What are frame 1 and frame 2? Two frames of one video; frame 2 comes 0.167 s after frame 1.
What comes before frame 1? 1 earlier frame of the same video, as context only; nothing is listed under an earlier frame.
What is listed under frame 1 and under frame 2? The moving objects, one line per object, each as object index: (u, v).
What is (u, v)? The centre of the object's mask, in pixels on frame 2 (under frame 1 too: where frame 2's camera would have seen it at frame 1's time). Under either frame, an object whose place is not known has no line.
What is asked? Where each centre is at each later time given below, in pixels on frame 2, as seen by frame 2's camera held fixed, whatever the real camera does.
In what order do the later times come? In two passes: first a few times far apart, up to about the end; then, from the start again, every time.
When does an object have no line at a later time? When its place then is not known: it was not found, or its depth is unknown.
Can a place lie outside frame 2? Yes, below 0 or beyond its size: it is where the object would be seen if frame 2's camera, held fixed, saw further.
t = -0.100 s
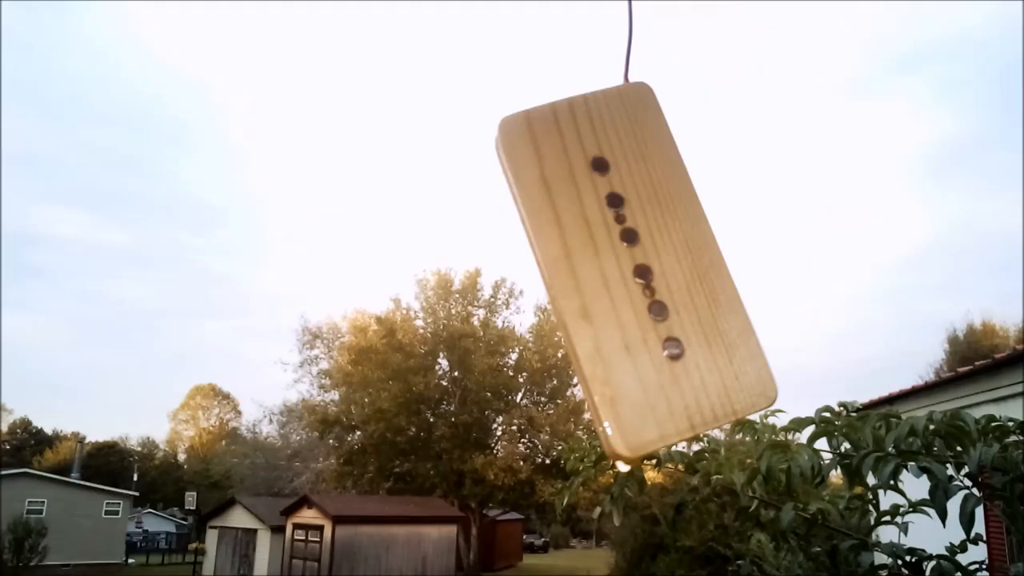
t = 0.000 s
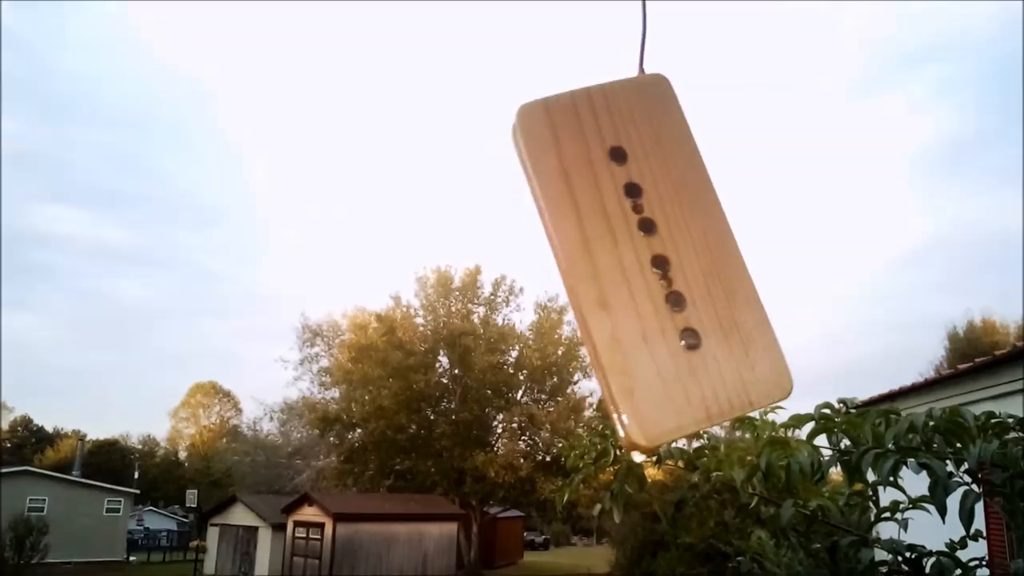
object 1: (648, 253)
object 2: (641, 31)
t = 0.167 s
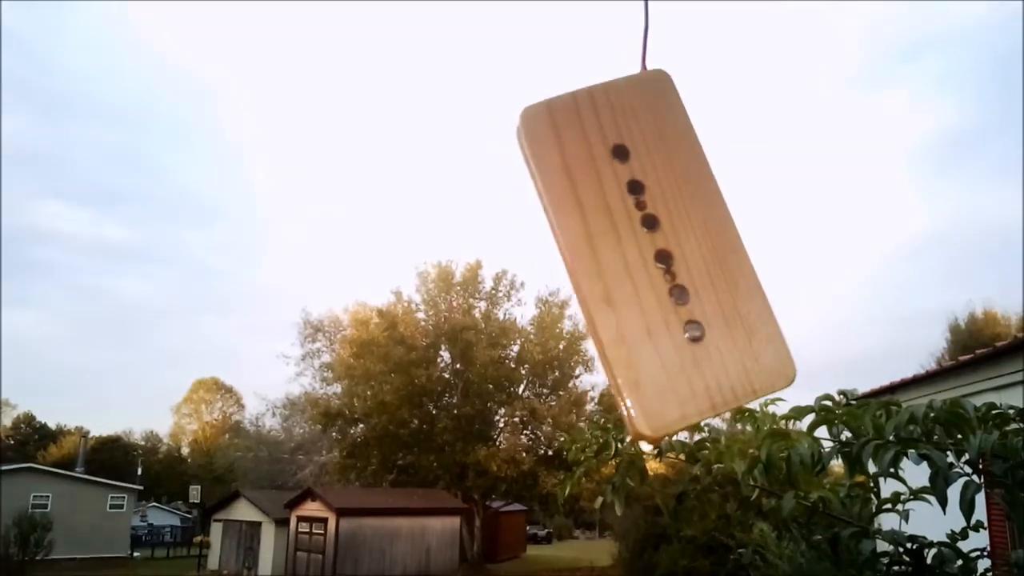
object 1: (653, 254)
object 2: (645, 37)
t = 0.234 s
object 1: (647, 256)
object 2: (642, 42)
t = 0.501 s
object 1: (625, 257)
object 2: (630, 44)
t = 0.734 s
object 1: (633, 255)
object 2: (632, 38)
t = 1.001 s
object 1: (615, 271)
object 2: (622, 50)
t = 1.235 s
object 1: (601, 272)
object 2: (607, 46)
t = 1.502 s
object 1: (599, 274)
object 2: (607, 47)
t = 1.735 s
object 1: (594, 278)
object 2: (609, 60)
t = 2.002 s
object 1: (588, 274)
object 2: (605, 60)
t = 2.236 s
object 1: (622, 274)
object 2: (610, 67)
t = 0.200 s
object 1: (650, 256)
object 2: (643, 39)
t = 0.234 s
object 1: (647, 256)
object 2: (642, 42)
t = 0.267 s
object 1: (644, 256)
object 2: (640, 42)
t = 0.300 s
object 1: (639, 256)
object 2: (638, 43)
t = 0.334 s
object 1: (635, 256)
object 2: (634, 44)
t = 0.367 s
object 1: (630, 256)
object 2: (633, 44)
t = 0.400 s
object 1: (627, 256)
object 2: (634, 42)
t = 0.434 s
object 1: (626, 256)
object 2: (633, 43)
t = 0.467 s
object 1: (625, 257)
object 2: (631, 44)
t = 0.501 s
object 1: (625, 257)
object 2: (630, 44)
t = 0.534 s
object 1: (626, 257)
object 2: (630, 44)
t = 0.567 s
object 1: (627, 257)
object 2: (630, 43)
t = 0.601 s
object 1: (629, 256)
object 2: (631, 40)
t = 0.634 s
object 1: (630, 255)
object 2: (630, 39)
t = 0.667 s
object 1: (632, 254)
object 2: (629, 38)
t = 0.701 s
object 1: (632, 254)
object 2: (630, 37)
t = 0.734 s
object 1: (633, 255)
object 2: (632, 38)
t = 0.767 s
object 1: (633, 256)
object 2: (631, 40)
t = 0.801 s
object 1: (632, 258)
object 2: (629, 42)
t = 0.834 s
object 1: (630, 261)
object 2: (628, 43)
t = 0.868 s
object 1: (627, 263)
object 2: (628, 45)
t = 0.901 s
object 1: (624, 266)
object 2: (627, 47)
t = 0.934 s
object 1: (622, 268)
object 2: (625, 50)
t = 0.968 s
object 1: (618, 269)
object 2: (624, 50)
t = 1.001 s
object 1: (615, 271)
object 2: (622, 50)
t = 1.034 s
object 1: (611, 271)
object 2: (619, 50)
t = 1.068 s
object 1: (609, 272)
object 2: (617, 51)
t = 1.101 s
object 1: (607, 272)
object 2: (614, 50)
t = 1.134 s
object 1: (605, 272)
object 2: (612, 50)
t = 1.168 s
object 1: (603, 272)
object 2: (610, 50)
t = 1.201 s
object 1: (602, 272)
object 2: (609, 48)
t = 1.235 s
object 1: (601, 272)
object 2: (607, 46)
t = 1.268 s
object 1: (597, 271)
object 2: (604, 44)
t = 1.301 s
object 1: (595, 272)
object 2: (604, 43)
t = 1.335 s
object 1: (595, 272)
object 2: (604, 43)
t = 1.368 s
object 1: (595, 271)
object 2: (603, 42)
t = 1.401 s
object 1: (595, 272)
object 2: (603, 40)
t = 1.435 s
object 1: (596, 272)
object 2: (605, 42)
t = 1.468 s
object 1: (597, 274)
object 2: (606, 47)
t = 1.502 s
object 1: (599, 274)
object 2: (607, 47)
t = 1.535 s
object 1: (601, 273)
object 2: (607, 46)
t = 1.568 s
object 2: (605, 45)
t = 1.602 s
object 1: (601, 274)
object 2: (606, 50)
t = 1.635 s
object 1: (604, 278)
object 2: (607, 54)
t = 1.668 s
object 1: (601, 283)
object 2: (607, 57)
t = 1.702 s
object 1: (597, 280)
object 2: (608, 59)
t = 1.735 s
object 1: (594, 278)
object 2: (609, 60)
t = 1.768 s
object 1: (592, 277)
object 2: (607, 59)
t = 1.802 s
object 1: (589, 276)
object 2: (606, 59)
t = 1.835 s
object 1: (585, 277)
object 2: (605, 60)
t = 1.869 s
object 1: (582, 276)
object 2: (602, 60)
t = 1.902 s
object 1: (583, 275)
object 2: (602, 61)
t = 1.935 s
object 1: (584, 273)
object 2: (602, 60)
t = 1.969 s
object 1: (586, 273)
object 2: (604, 59)
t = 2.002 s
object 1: (588, 274)
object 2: (605, 60)
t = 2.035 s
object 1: (593, 275)
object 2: (606, 60)
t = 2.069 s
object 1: (598, 278)
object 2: (608, 63)
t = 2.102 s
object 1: (603, 278)
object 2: (609, 62)
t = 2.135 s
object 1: (607, 278)
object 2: (609, 62)
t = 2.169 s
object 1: (615, 279)
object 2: (611, 66)
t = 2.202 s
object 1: (619, 277)
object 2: (610, 66)
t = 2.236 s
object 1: (622, 274)
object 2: (610, 67)
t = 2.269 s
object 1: (624, 273)
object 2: (609, 68)
